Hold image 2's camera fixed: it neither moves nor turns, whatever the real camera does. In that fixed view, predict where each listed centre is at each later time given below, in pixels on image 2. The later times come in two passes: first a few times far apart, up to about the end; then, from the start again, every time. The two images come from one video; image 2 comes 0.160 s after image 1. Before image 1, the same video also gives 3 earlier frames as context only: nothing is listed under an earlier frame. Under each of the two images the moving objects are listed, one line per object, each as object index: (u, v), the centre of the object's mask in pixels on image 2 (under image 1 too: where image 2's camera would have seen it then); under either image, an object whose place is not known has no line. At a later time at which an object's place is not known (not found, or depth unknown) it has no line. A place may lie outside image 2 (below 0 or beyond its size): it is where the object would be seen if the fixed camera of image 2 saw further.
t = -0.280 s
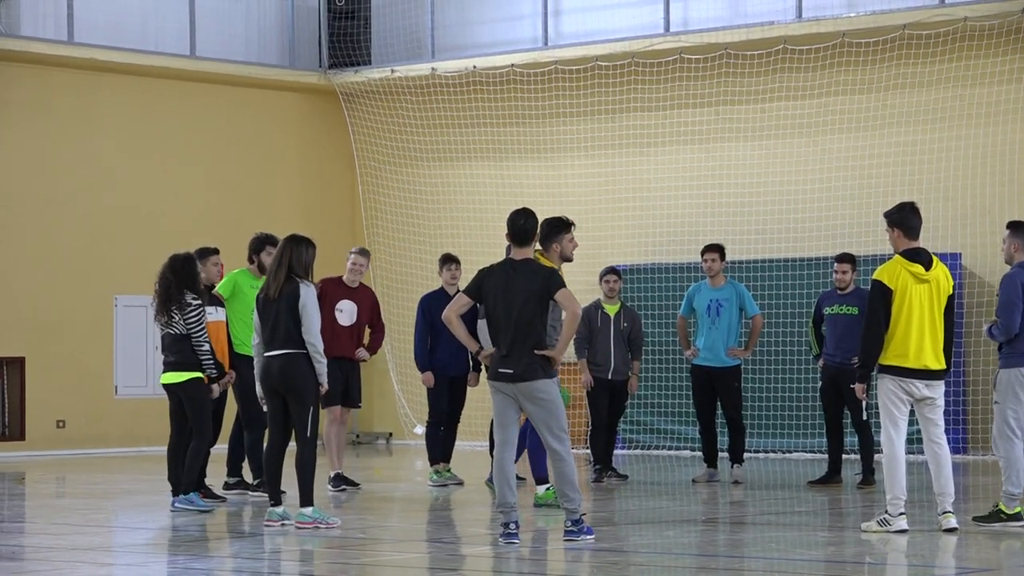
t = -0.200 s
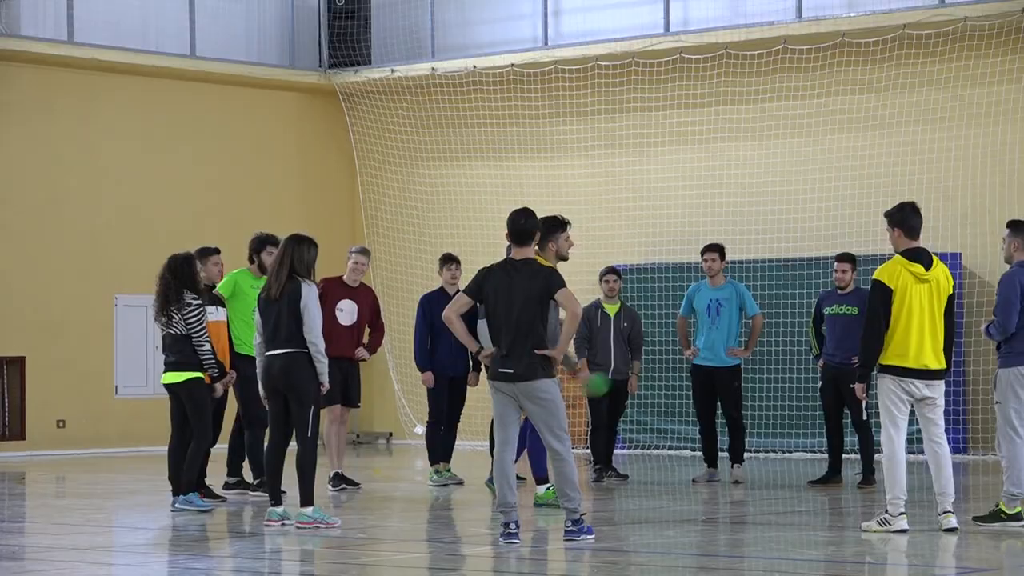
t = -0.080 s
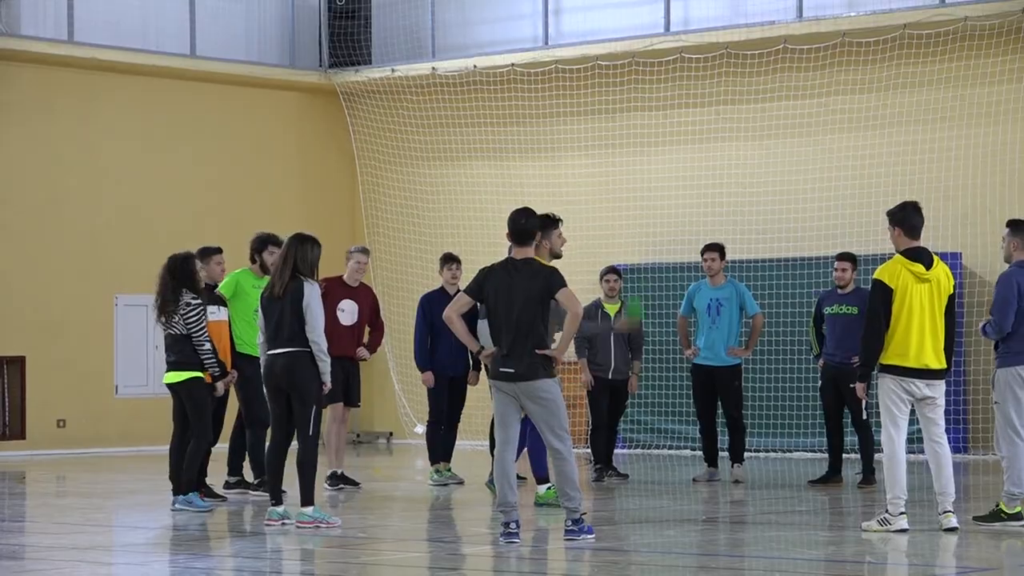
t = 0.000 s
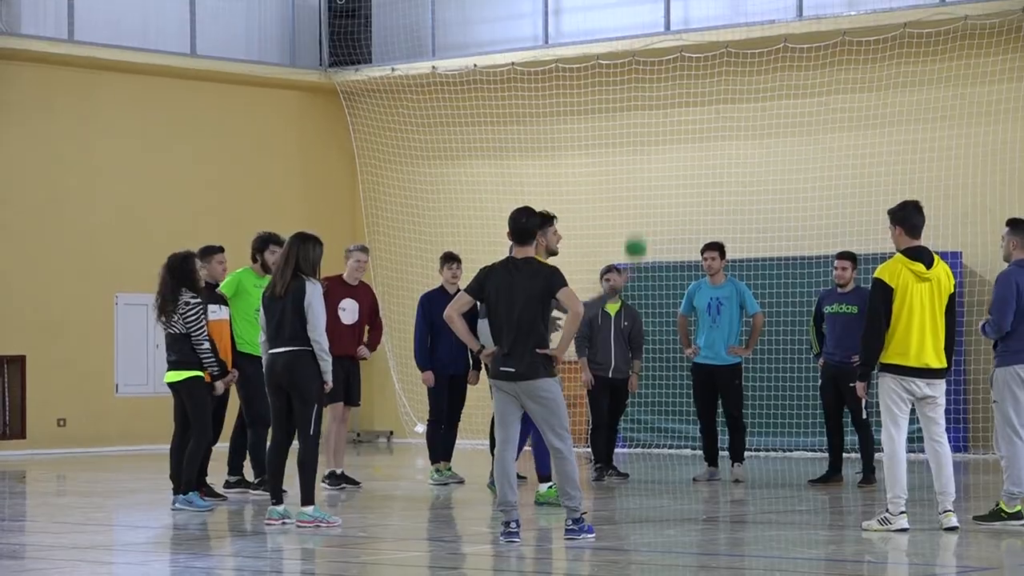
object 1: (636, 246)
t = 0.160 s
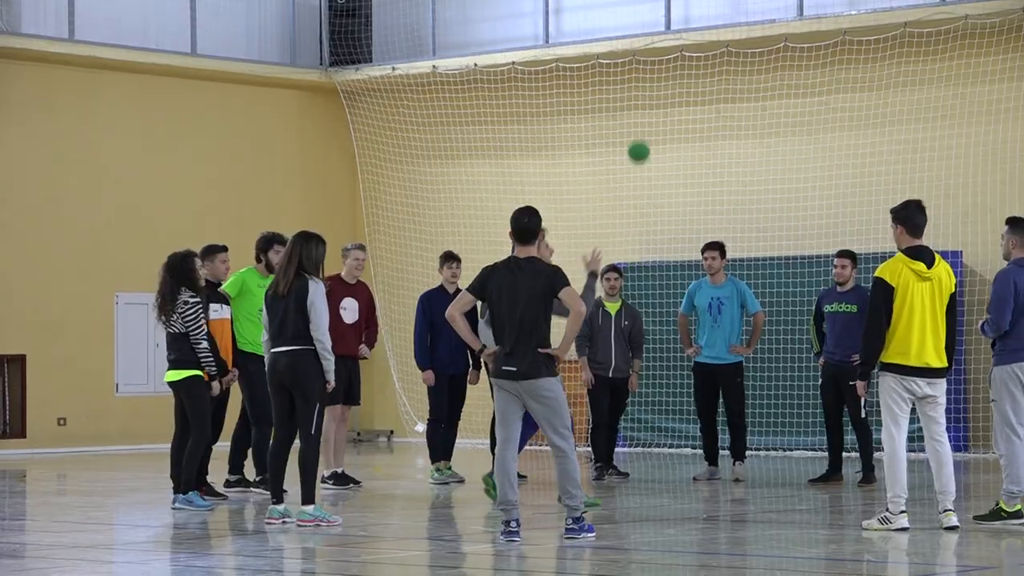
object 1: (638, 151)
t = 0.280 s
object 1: (641, 105)
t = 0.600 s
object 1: (647, 88)
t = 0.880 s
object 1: (654, 199)
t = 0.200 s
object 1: (639, 133)
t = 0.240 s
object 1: (639, 118)
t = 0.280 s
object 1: (641, 105)
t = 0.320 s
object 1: (641, 96)
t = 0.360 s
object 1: (642, 87)
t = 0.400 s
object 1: (643, 81)
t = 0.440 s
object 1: (644, 78)
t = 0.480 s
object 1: (645, 78)
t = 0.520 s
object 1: (645, 79)
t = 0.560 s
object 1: (646, 81)
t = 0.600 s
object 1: (647, 88)
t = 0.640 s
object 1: (649, 97)
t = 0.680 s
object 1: (649, 108)
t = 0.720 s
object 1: (650, 122)
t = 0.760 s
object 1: (651, 137)
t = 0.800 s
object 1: (652, 155)
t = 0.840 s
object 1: (653, 176)
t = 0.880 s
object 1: (654, 199)
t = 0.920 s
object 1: (654, 223)
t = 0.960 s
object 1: (655, 250)
